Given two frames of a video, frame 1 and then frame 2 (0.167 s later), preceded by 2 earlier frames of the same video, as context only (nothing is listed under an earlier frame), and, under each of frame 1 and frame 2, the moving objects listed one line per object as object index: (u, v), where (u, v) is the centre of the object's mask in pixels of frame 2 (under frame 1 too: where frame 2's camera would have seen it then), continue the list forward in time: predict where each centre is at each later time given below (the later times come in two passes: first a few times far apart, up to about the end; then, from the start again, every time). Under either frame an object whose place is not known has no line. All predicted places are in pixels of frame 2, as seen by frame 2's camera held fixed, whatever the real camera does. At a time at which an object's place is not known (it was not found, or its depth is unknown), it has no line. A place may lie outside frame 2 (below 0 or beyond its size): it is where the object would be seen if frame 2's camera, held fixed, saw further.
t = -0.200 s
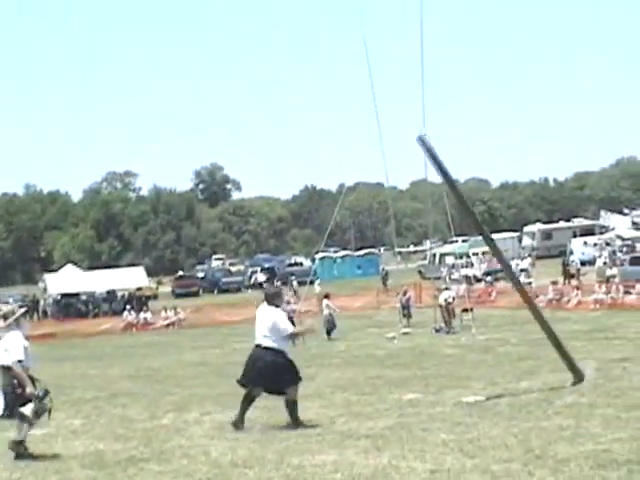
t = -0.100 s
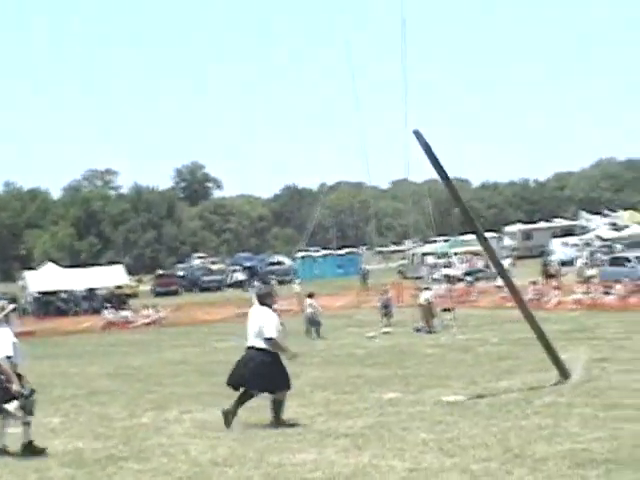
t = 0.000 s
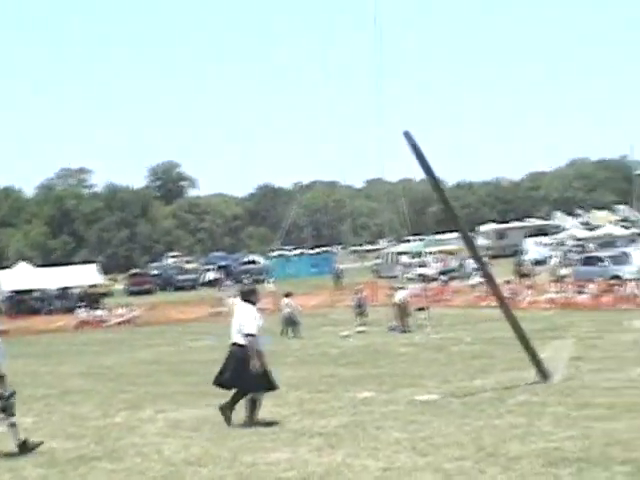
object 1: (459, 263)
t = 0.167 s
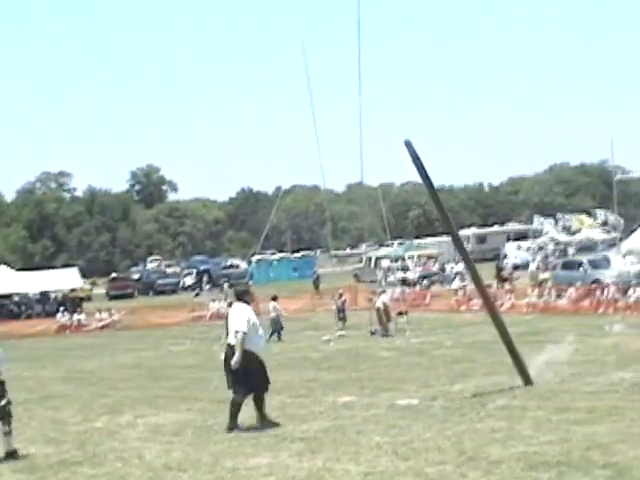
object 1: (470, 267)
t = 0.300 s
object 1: (473, 268)
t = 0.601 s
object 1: (482, 300)
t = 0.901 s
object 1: (476, 359)
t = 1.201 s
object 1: (482, 390)
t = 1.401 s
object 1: (488, 398)
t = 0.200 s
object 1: (471, 266)
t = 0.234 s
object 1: (472, 267)
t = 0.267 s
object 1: (473, 267)
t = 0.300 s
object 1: (473, 268)
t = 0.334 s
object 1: (474, 270)
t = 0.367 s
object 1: (475, 271)
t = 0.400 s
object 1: (475, 272)
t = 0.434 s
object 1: (475, 274)
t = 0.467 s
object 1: (476, 277)
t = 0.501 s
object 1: (477, 280)
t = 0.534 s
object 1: (477, 283)
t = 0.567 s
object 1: (477, 288)
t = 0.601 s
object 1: (482, 300)
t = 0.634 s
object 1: (481, 302)
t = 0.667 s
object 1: (485, 314)
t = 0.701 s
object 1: (477, 306)
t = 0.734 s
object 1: (479, 317)
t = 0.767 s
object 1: (484, 330)
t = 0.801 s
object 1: (479, 332)
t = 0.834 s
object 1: (479, 340)
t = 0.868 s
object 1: (477, 349)
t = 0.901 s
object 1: (476, 359)
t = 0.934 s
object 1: (479, 372)
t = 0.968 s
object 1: (483, 386)
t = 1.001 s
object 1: (481, 400)
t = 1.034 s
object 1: (487, 401)
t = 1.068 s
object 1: (479, 401)
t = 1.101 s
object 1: (483, 397)
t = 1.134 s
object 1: (483, 393)
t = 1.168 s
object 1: (482, 392)
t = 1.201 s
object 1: (482, 390)
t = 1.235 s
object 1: (482, 390)
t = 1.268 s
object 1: (483, 390)
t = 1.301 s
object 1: (484, 391)
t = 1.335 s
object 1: (486, 392)
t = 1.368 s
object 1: (486, 394)
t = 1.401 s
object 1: (488, 398)
